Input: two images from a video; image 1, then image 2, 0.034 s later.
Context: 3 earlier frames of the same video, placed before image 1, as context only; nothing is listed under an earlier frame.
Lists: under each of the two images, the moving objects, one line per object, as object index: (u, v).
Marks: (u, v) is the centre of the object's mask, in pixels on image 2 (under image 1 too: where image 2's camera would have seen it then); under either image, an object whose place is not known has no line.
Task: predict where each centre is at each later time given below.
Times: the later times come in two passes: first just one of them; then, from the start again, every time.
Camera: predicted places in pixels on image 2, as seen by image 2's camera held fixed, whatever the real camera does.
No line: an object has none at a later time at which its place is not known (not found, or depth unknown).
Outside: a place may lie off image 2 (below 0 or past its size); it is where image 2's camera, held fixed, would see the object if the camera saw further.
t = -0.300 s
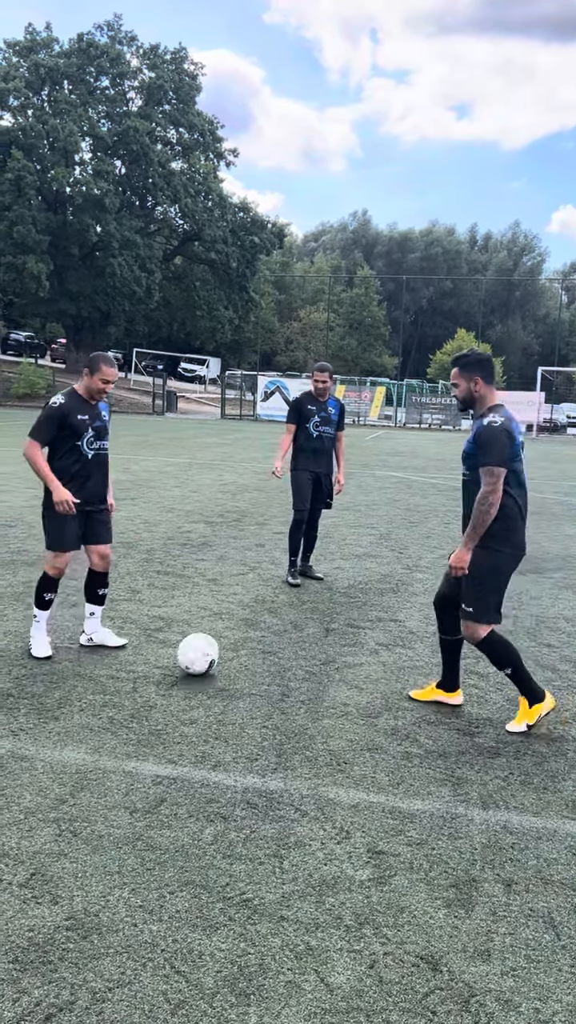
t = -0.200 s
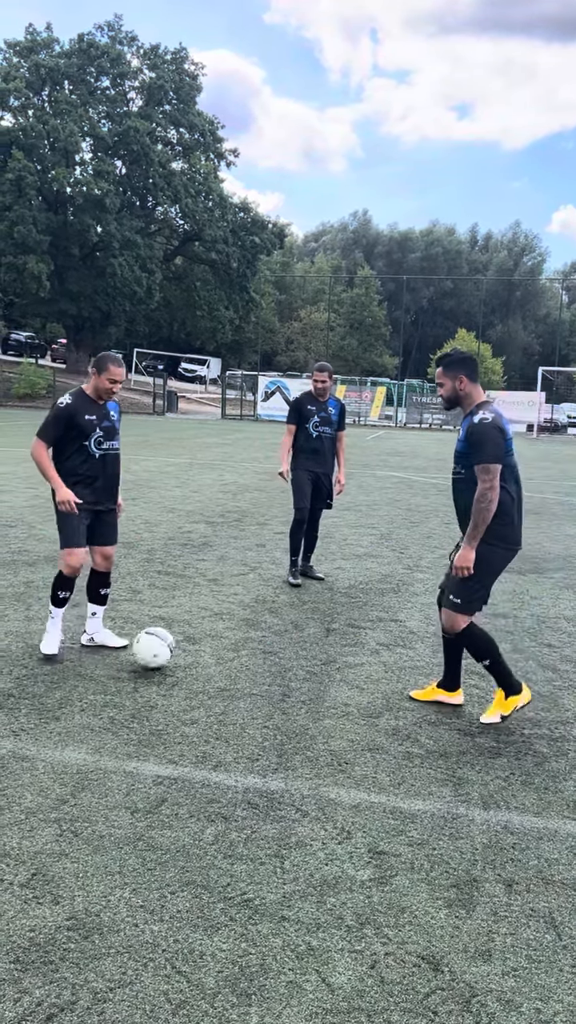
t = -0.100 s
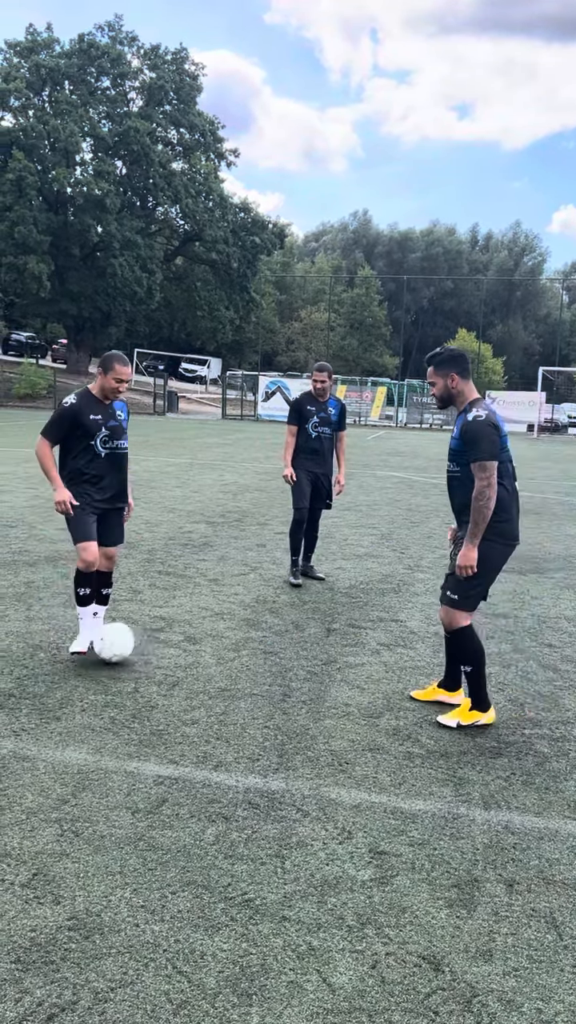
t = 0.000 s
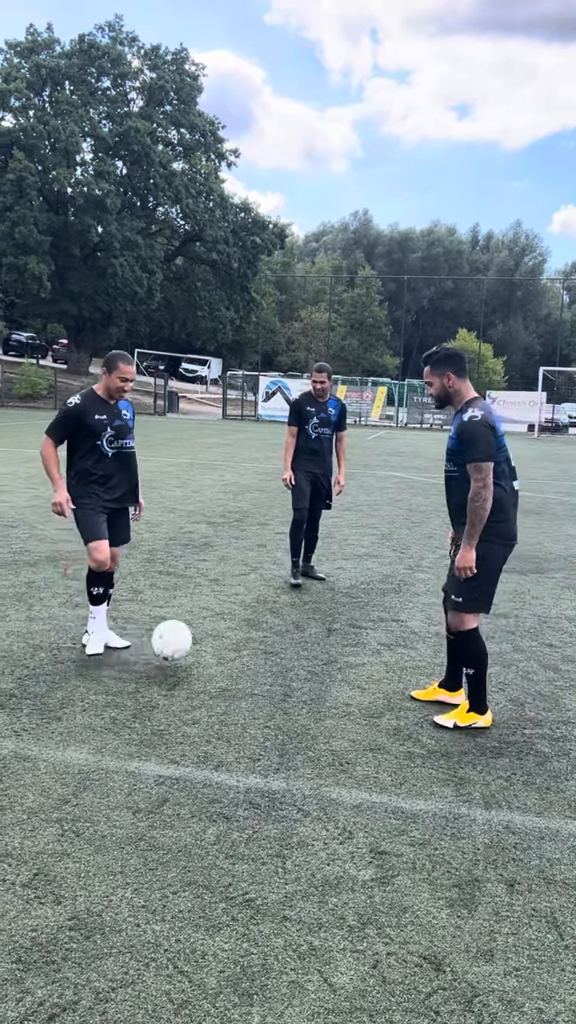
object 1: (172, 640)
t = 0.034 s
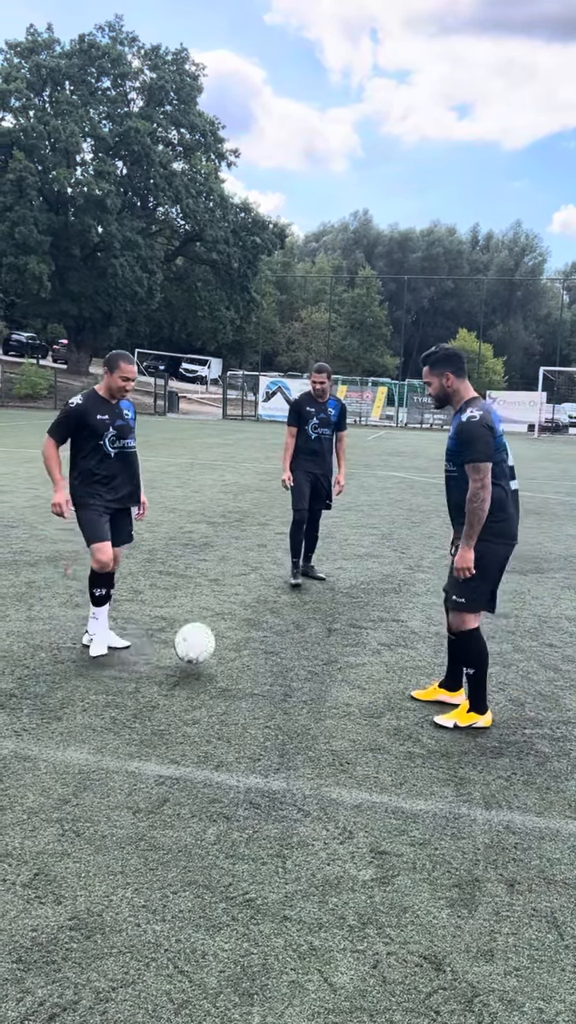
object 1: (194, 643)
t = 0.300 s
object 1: (348, 664)
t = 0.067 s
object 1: (218, 648)
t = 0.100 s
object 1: (241, 655)
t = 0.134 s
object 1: (260, 655)
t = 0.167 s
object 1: (278, 654)
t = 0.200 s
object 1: (296, 655)
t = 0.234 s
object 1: (314, 659)
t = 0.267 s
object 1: (333, 664)
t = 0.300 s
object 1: (348, 664)
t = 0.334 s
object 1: (362, 664)
